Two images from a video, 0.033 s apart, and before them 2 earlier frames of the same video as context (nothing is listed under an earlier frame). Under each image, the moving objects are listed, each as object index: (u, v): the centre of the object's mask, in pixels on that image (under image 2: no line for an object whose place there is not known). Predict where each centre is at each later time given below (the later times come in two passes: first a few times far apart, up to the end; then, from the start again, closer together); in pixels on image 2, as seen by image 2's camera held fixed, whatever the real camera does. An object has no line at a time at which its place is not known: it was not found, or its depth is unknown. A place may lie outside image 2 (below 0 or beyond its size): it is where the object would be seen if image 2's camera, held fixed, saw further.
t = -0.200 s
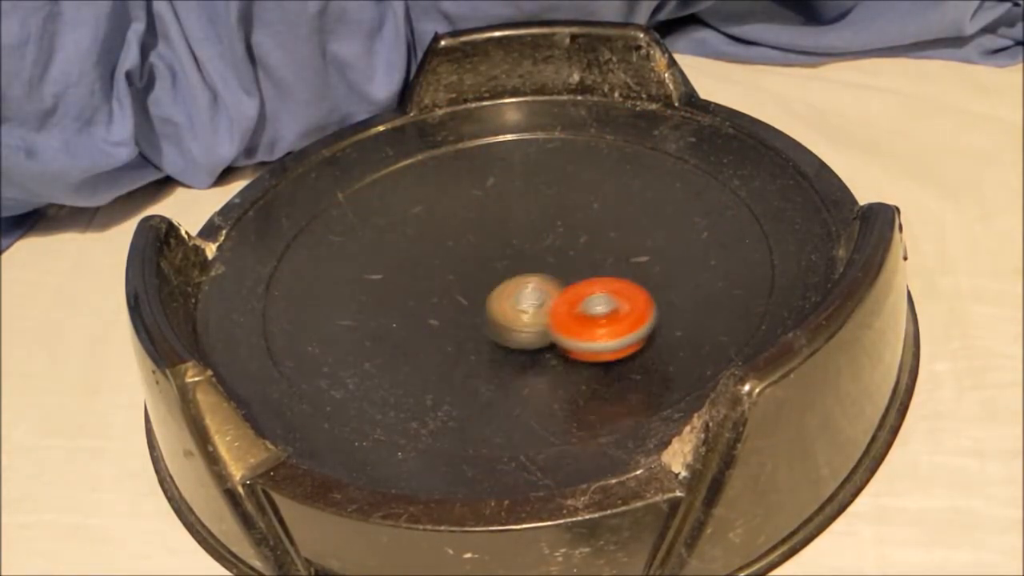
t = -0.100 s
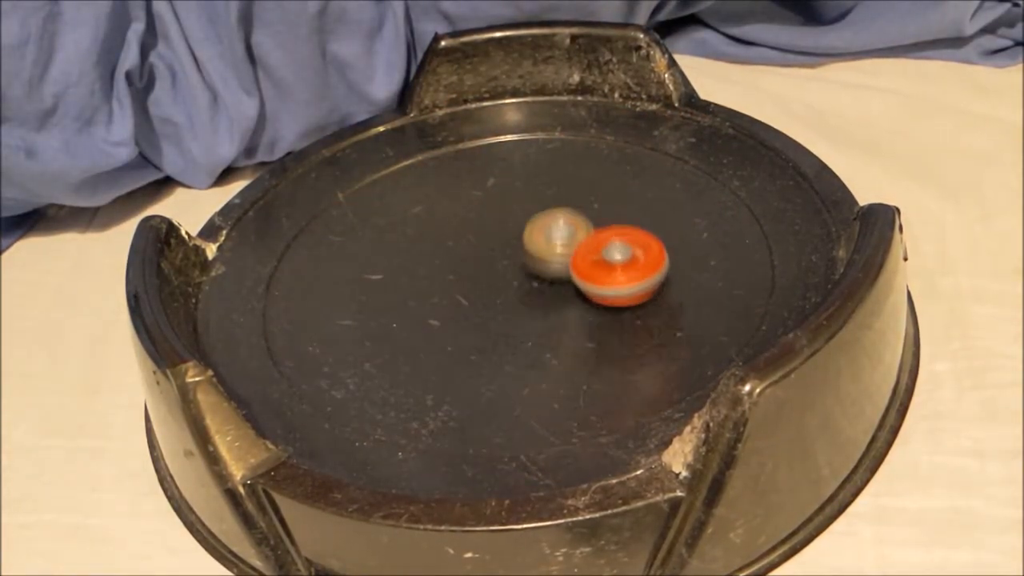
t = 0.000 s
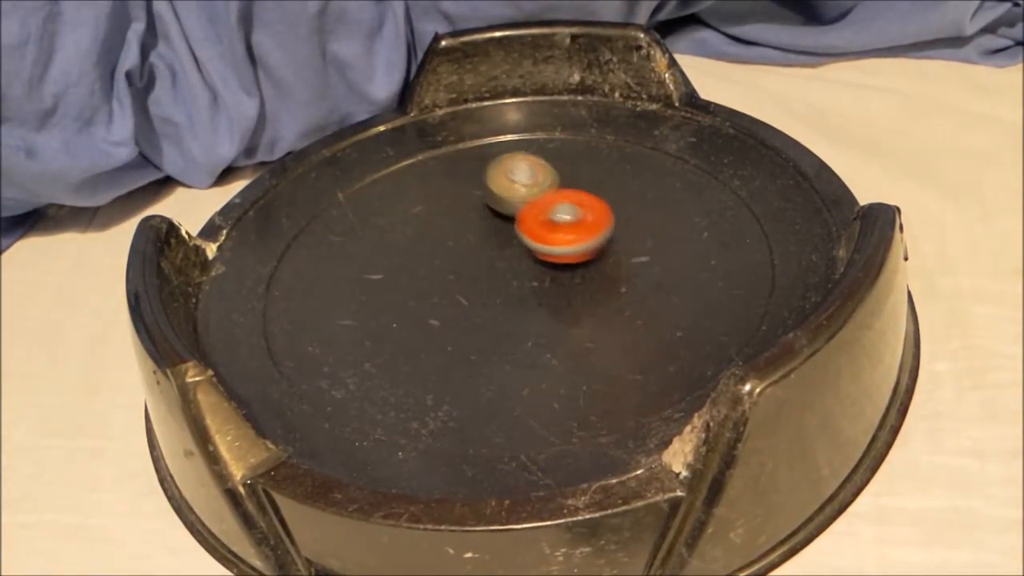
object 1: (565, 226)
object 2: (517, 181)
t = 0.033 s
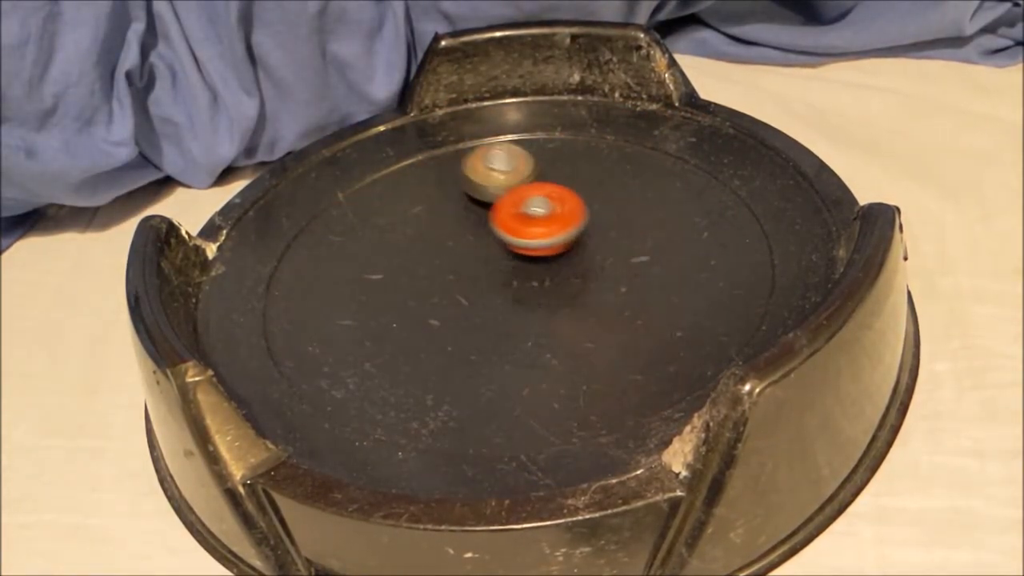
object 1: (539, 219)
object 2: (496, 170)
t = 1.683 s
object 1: (569, 409)
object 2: (542, 136)
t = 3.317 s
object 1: (742, 216)
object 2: (499, 382)
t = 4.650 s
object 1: (468, 203)
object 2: (559, 197)
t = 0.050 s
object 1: (524, 216)
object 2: (485, 165)
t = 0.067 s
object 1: (511, 215)
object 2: (474, 162)
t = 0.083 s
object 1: (496, 215)
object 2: (463, 160)
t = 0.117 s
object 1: (467, 216)
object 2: (441, 158)
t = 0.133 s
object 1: (454, 218)
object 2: (431, 158)
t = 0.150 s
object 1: (440, 221)
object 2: (422, 159)
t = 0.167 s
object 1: (427, 225)
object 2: (411, 161)
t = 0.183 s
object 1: (416, 229)
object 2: (403, 163)
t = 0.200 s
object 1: (404, 235)
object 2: (394, 166)
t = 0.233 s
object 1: (386, 248)
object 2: (379, 175)
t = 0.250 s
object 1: (379, 256)
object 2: (373, 181)
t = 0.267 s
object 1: (374, 264)
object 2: (367, 187)
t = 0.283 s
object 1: (371, 272)
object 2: (364, 194)
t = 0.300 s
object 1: (370, 280)
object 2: (361, 202)
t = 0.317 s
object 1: (371, 289)
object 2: (360, 210)
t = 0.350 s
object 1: (380, 305)
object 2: (363, 227)
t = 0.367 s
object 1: (388, 312)
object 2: (367, 236)
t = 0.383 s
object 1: (398, 319)
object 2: (372, 245)
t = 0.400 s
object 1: (409, 324)
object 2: (378, 253)
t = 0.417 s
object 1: (423, 328)
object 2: (386, 261)
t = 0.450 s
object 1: (453, 332)
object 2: (406, 275)
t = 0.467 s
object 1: (469, 332)
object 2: (420, 280)
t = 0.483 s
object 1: (486, 330)
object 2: (434, 283)
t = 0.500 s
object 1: (503, 327)
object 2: (447, 286)
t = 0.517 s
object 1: (518, 323)
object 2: (465, 287)
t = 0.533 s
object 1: (535, 318)
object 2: (481, 284)
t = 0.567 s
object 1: (566, 313)
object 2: (512, 280)
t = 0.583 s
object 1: (580, 307)
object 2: (529, 271)
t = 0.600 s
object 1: (595, 301)
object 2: (545, 265)
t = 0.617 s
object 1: (608, 294)
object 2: (561, 255)
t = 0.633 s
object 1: (618, 286)
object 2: (572, 247)
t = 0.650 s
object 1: (628, 276)
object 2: (585, 237)
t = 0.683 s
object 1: (642, 256)
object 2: (600, 218)
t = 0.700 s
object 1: (647, 245)
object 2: (603, 206)
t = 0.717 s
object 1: (652, 238)
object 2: (606, 200)
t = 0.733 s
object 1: (658, 236)
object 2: (611, 197)
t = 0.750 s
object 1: (661, 235)
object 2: (615, 189)
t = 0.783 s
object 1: (656, 222)
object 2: (622, 172)
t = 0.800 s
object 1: (655, 218)
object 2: (625, 166)
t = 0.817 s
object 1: (653, 212)
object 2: (627, 159)
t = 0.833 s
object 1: (649, 209)
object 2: (631, 154)
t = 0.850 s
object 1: (643, 207)
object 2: (632, 148)
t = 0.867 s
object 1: (637, 206)
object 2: (634, 145)
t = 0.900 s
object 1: (620, 206)
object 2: (633, 140)
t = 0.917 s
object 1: (611, 208)
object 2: (631, 137)
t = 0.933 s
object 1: (601, 211)
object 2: (629, 135)
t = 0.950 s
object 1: (592, 214)
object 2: (624, 133)
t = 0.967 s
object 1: (582, 219)
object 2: (617, 132)
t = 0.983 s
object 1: (575, 224)
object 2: (610, 132)
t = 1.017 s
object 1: (559, 237)
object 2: (599, 136)
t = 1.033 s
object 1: (553, 243)
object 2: (594, 140)
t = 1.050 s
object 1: (547, 250)
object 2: (589, 144)
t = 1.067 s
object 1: (543, 257)
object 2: (584, 149)
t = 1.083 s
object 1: (539, 265)
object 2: (578, 155)
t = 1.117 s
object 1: (535, 278)
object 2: (569, 166)
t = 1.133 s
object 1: (535, 285)
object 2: (563, 173)
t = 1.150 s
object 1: (536, 291)
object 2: (558, 181)
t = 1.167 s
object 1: (538, 298)
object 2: (554, 188)
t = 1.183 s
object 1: (542, 303)
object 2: (551, 196)
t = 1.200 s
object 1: (546, 308)
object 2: (549, 204)
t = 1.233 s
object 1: (557, 317)
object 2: (547, 220)
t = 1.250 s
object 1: (565, 320)
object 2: (548, 228)
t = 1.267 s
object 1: (573, 322)
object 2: (550, 236)
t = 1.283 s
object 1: (581, 323)
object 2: (553, 243)
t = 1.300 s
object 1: (591, 323)
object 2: (557, 250)
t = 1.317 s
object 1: (601, 322)
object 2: (562, 256)
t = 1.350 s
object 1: (620, 316)
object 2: (571, 265)
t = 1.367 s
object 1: (628, 313)
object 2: (577, 268)
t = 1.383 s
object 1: (635, 308)
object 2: (583, 271)
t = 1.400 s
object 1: (642, 314)
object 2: (596, 257)
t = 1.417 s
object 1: (651, 338)
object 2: (605, 236)
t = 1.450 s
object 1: (666, 375)
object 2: (613, 183)
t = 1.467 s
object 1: (664, 375)
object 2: (614, 161)
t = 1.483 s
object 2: (614, 142)
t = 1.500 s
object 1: (656, 384)
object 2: (617, 126)
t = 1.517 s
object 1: (647, 393)
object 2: (618, 113)
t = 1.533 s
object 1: (635, 407)
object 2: (611, 110)
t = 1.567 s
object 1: (617, 424)
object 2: (594, 117)
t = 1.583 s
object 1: (612, 420)
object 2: (587, 117)
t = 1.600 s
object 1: (607, 420)
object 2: (580, 120)
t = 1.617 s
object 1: (600, 418)
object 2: (572, 121)
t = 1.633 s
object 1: (592, 417)
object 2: (563, 125)
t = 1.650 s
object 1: (584, 414)
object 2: (554, 130)
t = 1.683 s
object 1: (569, 409)
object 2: (542, 136)
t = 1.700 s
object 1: (561, 407)
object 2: (536, 140)
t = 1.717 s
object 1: (556, 404)
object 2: (531, 146)
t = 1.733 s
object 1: (551, 401)
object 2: (526, 152)
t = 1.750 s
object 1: (545, 396)
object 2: (522, 157)
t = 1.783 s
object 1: (535, 386)
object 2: (513, 171)
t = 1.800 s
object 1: (530, 382)
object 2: (508, 177)
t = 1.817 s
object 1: (525, 376)
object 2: (503, 185)
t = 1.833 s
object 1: (521, 371)
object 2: (500, 193)
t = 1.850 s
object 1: (516, 365)
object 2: (497, 201)
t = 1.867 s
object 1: (511, 360)
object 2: (495, 209)
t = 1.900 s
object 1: (501, 348)
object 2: (492, 226)
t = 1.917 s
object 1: (496, 342)
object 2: (493, 236)
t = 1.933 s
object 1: (491, 336)
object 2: (494, 244)
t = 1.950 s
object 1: (485, 329)
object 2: (496, 253)
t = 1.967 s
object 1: (480, 323)
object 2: (500, 258)
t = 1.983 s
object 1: (473, 317)
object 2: (505, 263)
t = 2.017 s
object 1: (427, 324)
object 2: (534, 264)
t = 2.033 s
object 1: (387, 334)
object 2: (564, 253)
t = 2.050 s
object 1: (353, 341)
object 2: (588, 243)
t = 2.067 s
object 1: (320, 347)
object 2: (606, 234)
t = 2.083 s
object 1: (296, 350)
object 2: (622, 226)
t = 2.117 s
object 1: (267, 350)
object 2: (643, 216)
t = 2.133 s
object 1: (259, 353)
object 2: (653, 213)
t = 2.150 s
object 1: (256, 353)
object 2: (662, 207)
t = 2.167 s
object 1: (256, 353)
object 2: (671, 203)
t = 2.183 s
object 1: (256, 351)
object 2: (680, 198)
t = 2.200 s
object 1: (253, 348)
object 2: (688, 193)
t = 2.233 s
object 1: (257, 344)
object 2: (704, 187)
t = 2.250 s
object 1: (258, 340)
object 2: (711, 183)
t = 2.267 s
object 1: (260, 336)
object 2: (718, 179)
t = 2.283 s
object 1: (263, 332)
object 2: (724, 176)
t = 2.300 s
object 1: (266, 328)
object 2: (724, 174)
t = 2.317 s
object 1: (271, 322)
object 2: (719, 173)
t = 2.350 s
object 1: (281, 317)
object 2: (712, 172)
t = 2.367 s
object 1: (289, 315)
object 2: (712, 173)
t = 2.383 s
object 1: (296, 312)
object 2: (712, 173)
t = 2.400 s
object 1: (304, 308)
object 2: (714, 174)
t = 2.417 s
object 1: (311, 305)
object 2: (717, 174)
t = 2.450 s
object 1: (329, 298)
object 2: (721, 176)
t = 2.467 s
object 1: (337, 295)
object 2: (723, 177)
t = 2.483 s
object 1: (347, 291)
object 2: (724, 179)
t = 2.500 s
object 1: (357, 289)
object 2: (725, 181)
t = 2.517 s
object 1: (366, 286)
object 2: (726, 183)
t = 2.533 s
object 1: (377, 283)
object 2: (726, 186)
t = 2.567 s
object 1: (396, 278)
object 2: (724, 191)
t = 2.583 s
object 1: (406, 276)
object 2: (722, 194)
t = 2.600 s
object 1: (415, 273)
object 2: (720, 198)
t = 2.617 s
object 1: (426, 271)
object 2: (718, 201)
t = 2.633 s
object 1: (435, 269)
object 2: (714, 205)
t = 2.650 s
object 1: (444, 266)
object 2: (710, 208)
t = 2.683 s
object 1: (464, 262)
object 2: (702, 216)
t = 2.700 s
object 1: (474, 259)
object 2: (698, 221)
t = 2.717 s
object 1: (484, 257)
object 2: (692, 225)
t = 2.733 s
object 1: (493, 254)
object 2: (686, 230)
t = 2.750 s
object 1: (504, 252)
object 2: (680, 235)
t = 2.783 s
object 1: (523, 247)
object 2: (668, 244)
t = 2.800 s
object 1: (533, 245)
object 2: (661, 249)
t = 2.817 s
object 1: (542, 242)
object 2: (654, 254)
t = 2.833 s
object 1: (552, 240)
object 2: (648, 260)
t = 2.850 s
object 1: (562, 239)
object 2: (642, 265)
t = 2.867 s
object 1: (568, 234)
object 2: (638, 271)
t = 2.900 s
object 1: (581, 227)
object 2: (629, 282)
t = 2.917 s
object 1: (590, 223)
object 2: (624, 289)
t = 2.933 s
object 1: (599, 222)
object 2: (619, 294)
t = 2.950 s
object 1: (608, 219)
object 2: (614, 299)
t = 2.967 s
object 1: (618, 216)
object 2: (609, 305)
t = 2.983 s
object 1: (625, 215)
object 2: (603, 311)
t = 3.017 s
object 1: (643, 210)
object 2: (594, 321)
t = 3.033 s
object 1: (650, 208)
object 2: (588, 326)
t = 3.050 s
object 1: (659, 206)
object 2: (583, 332)
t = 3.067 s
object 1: (667, 205)
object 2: (577, 336)
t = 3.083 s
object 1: (675, 203)
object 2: (573, 341)
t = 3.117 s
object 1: (690, 202)
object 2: (562, 349)
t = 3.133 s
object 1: (697, 201)
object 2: (557, 354)
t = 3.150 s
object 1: (703, 200)
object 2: (553, 357)
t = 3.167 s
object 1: (709, 201)
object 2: (547, 360)
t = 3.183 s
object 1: (715, 201)
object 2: (542, 364)
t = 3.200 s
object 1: (720, 201)
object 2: (537, 367)
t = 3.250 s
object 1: (732, 205)
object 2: (522, 375)
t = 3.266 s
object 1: (735, 206)
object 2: (518, 377)
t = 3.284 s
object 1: (738, 208)
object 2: (513, 379)
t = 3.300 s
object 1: (739, 211)
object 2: (508, 379)
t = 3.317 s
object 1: (742, 216)
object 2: (499, 382)
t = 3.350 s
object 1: (741, 219)
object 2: (493, 382)
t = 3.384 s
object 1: (739, 226)
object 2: (484, 382)
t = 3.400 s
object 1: (736, 229)
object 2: (480, 382)
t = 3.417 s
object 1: (733, 233)
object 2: (476, 382)
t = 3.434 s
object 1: (729, 237)
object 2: (472, 380)
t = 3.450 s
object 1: (725, 240)
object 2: (469, 379)
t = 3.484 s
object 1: (714, 248)
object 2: (462, 375)
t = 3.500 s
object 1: (708, 251)
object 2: (459, 374)
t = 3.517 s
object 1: (702, 255)
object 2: (456, 371)
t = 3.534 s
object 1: (694, 259)
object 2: (453, 368)
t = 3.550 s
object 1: (687, 263)
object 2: (450, 366)
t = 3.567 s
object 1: (679, 266)
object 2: (448, 362)
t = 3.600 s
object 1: (662, 274)
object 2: (444, 356)
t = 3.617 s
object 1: (653, 277)
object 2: (441, 352)
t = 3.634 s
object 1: (644, 280)
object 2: (441, 348)
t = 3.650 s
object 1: (636, 283)
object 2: (438, 344)
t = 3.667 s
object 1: (626, 287)
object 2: (436, 340)
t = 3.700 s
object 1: (608, 291)
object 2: (433, 332)
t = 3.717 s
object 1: (598, 294)
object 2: (432, 327)
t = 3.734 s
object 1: (589, 296)
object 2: (431, 323)
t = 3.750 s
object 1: (580, 298)
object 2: (430, 318)
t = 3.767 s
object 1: (569, 300)
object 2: (429, 313)
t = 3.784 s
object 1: (560, 300)
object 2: (427, 309)
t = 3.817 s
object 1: (540, 302)
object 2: (425, 298)
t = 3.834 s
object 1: (531, 302)
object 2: (423, 294)
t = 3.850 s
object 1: (521, 302)
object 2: (423, 289)
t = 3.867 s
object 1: (512, 302)
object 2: (422, 284)
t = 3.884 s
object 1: (504, 302)
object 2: (420, 278)
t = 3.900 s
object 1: (494, 301)
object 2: (419, 272)
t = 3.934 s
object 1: (478, 299)
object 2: (417, 260)
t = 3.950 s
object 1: (468, 297)
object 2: (416, 254)
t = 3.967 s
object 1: (460, 295)
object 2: (416, 249)
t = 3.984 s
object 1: (453, 294)
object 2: (418, 243)
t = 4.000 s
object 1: (443, 291)
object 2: (420, 238)
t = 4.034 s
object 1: (428, 286)
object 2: (423, 230)
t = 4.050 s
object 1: (421, 283)
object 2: (426, 226)
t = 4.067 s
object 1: (415, 279)
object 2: (427, 223)
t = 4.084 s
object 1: (408, 276)
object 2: (429, 220)
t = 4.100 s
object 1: (402, 273)
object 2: (429, 218)
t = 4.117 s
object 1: (397, 270)
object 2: (432, 214)
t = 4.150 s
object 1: (387, 263)
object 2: (435, 209)
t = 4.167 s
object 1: (384, 260)
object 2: (436, 206)
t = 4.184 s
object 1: (379, 257)
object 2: (437, 205)
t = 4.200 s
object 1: (377, 253)
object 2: (440, 202)
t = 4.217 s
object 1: (375, 250)
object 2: (442, 200)
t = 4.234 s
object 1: (373, 247)
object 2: (445, 198)
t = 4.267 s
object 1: (372, 241)
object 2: (451, 193)
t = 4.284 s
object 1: (372, 238)
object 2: (454, 190)
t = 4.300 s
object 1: (373, 234)
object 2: (458, 189)
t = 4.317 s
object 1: (374, 232)
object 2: (461, 187)
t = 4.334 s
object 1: (376, 229)
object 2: (465, 185)
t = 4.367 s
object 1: (382, 225)
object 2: (472, 183)
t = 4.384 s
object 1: (384, 222)
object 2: (477, 182)
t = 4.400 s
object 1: (389, 219)
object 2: (481, 183)
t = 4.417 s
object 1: (393, 218)
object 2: (485, 182)
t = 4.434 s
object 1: (397, 216)
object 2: (489, 182)
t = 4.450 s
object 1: (404, 214)
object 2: (494, 183)
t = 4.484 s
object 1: (413, 211)
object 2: (503, 183)
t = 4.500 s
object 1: (420, 210)
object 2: (508, 184)
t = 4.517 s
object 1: (426, 210)
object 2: (513, 184)
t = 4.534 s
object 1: (432, 208)
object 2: (518, 185)
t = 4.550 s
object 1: (440, 207)
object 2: (523, 187)
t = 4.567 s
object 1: (445, 207)
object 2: (529, 187)
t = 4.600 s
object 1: (460, 205)
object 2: (539, 191)
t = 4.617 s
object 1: (466, 206)
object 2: (545, 192)
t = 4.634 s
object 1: (473, 205)
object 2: (551, 193)
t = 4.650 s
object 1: (468, 203)
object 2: (559, 197)
